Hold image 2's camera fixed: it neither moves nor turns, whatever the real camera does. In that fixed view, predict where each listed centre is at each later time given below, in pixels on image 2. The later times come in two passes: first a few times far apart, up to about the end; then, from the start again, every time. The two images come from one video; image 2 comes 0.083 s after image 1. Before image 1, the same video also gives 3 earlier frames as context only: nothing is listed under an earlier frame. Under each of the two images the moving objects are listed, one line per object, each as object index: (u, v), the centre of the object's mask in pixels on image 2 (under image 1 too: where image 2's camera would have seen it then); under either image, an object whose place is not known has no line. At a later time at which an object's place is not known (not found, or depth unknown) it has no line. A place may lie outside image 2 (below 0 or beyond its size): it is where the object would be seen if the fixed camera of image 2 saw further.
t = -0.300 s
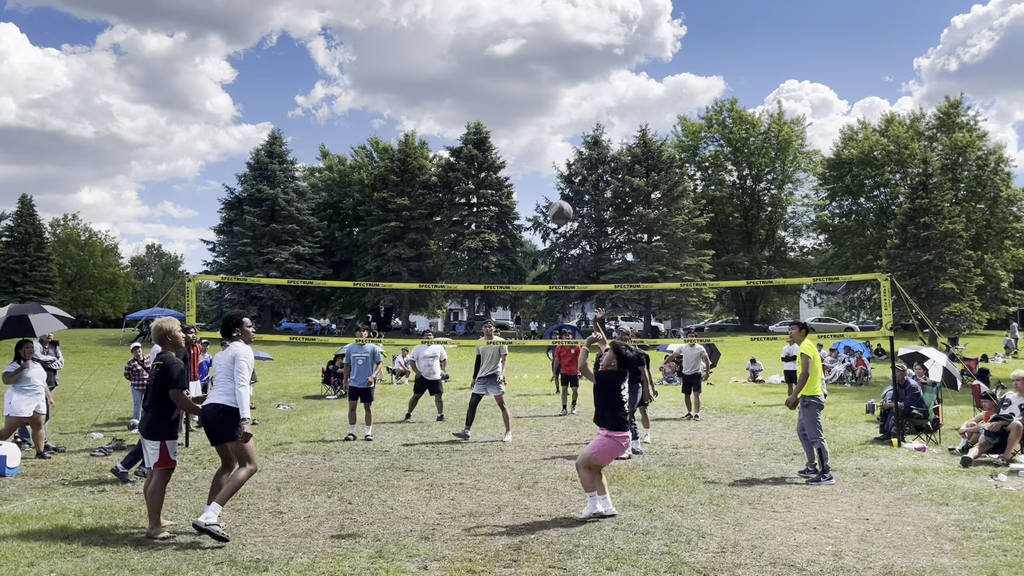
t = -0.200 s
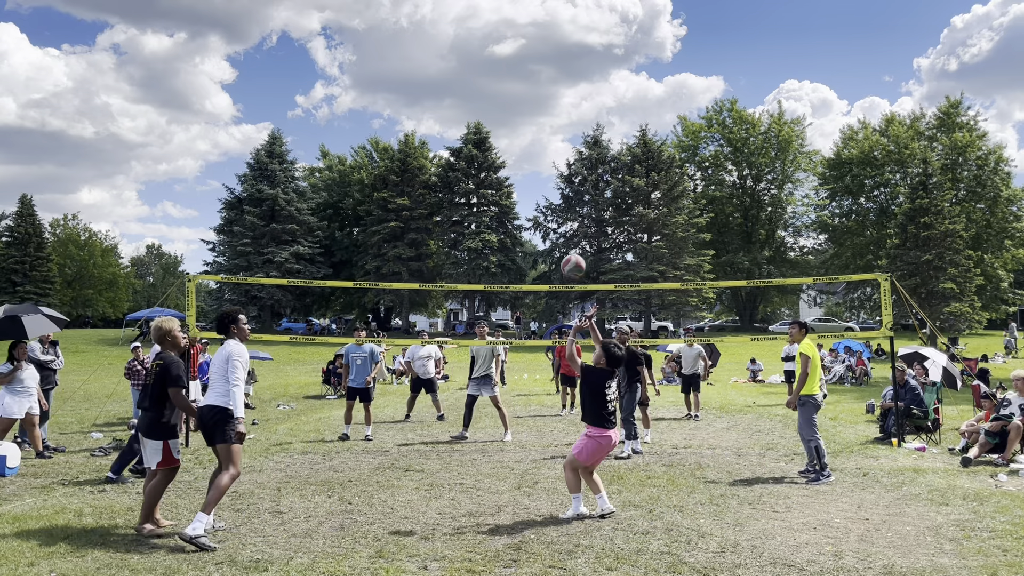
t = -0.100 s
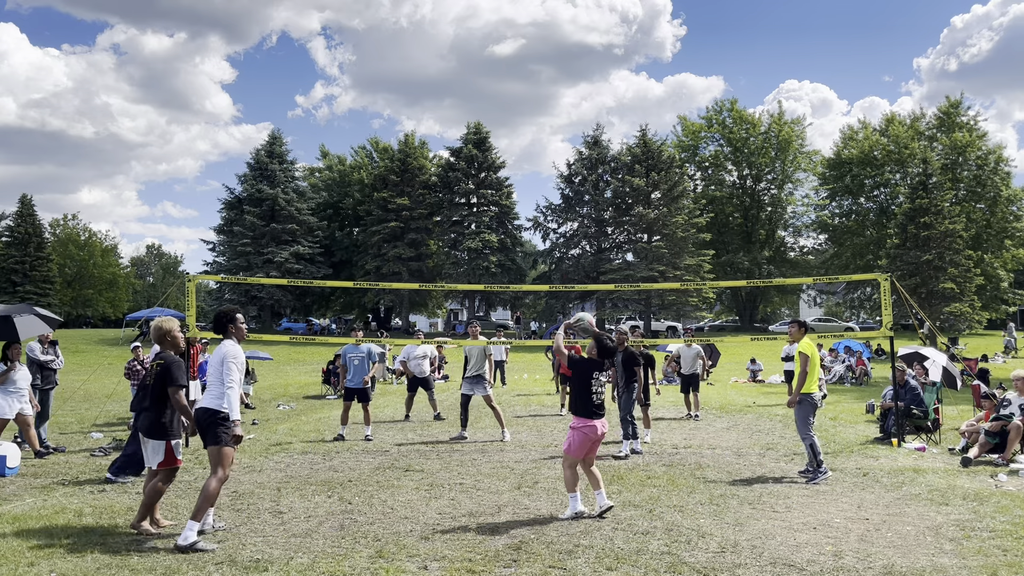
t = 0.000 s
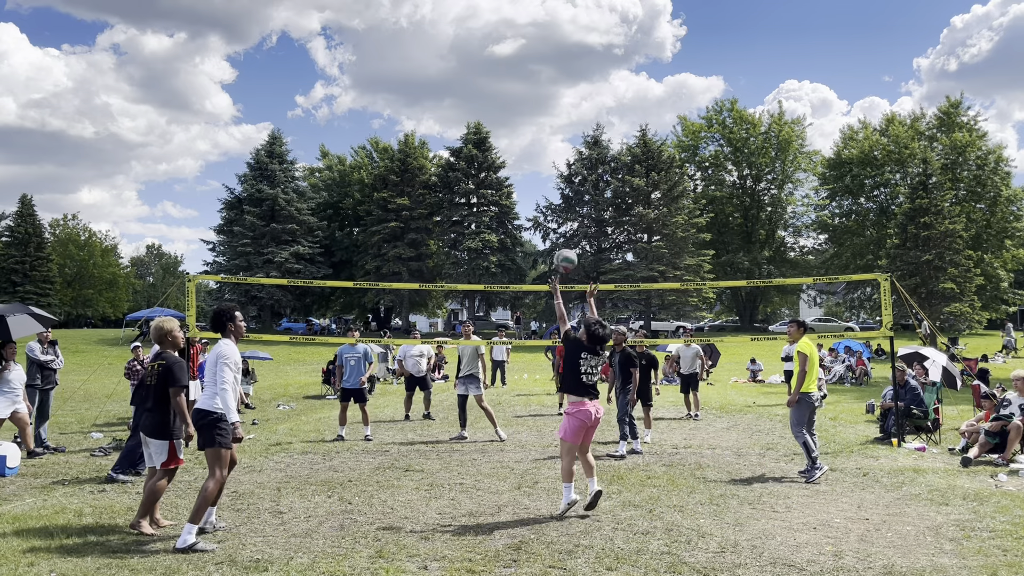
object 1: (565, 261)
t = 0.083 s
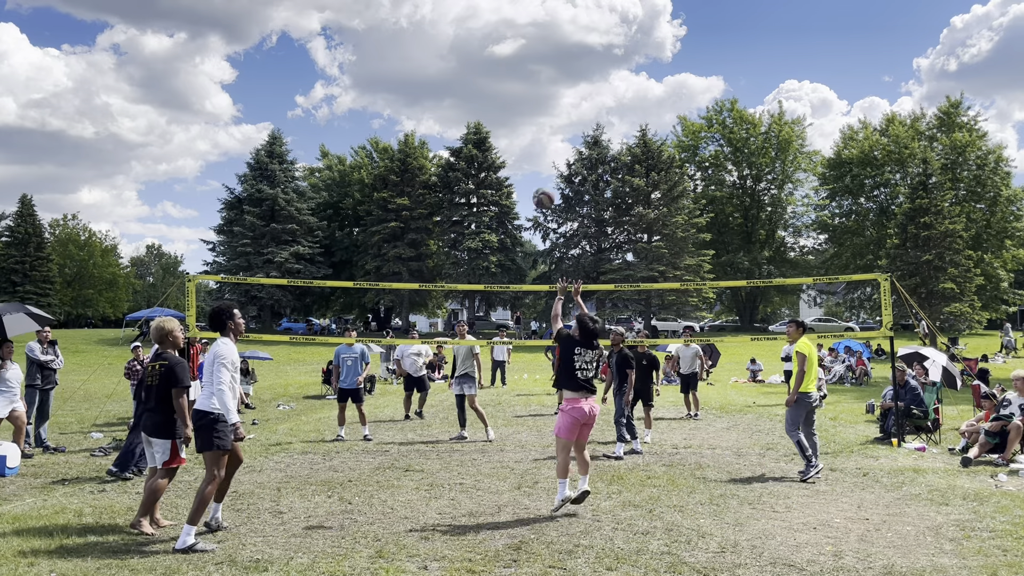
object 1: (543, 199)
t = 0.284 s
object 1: (496, 93)
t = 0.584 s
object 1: (439, 31)
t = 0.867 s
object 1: (396, 50)
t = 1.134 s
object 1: (362, 119)
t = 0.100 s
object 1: (539, 188)
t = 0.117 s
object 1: (535, 177)
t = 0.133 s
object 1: (531, 166)
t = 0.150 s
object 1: (527, 156)
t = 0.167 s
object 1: (523, 147)
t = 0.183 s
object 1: (519, 138)
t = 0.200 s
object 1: (515, 130)
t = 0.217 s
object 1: (511, 122)
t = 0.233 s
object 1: (507, 114)
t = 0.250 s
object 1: (503, 107)
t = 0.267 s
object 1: (500, 100)
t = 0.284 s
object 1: (496, 93)
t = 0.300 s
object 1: (493, 87)
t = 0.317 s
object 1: (489, 81)
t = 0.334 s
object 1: (485, 76)
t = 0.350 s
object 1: (482, 71)
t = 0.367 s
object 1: (479, 66)
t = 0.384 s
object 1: (475, 61)
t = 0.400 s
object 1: (472, 57)
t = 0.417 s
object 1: (469, 53)
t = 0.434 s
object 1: (466, 50)
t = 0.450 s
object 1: (463, 46)
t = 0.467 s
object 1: (460, 43)
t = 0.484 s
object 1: (457, 41)
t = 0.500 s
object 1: (454, 38)
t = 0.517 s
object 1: (451, 36)
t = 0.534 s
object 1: (448, 34)
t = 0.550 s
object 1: (445, 33)
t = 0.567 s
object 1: (442, 32)
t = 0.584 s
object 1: (439, 31)
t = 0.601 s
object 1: (437, 30)
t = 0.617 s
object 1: (434, 29)
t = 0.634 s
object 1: (431, 29)
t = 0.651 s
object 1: (428, 29)
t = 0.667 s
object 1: (426, 29)
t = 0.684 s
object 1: (423, 30)
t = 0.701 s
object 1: (420, 31)
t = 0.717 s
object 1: (418, 32)
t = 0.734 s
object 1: (415, 33)
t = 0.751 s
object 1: (413, 34)
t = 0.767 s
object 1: (411, 36)
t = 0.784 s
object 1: (408, 37)
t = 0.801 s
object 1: (406, 39)
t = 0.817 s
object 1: (403, 42)
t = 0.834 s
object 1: (401, 44)
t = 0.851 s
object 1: (398, 47)
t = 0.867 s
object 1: (396, 50)
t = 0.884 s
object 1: (394, 53)
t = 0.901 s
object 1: (392, 56)
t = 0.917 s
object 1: (389, 59)
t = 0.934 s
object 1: (387, 63)
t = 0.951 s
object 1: (385, 66)
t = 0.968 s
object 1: (382, 70)
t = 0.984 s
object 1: (380, 75)
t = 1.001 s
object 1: (378, 79)
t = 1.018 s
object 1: (376, 83)
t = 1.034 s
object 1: (374, 88)
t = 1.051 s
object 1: (372, 93)
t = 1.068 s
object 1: (370, 98)
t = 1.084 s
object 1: (368, 103)
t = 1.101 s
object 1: (366, 108)
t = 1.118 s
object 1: (364, 114)
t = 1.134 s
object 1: (362, 119)
